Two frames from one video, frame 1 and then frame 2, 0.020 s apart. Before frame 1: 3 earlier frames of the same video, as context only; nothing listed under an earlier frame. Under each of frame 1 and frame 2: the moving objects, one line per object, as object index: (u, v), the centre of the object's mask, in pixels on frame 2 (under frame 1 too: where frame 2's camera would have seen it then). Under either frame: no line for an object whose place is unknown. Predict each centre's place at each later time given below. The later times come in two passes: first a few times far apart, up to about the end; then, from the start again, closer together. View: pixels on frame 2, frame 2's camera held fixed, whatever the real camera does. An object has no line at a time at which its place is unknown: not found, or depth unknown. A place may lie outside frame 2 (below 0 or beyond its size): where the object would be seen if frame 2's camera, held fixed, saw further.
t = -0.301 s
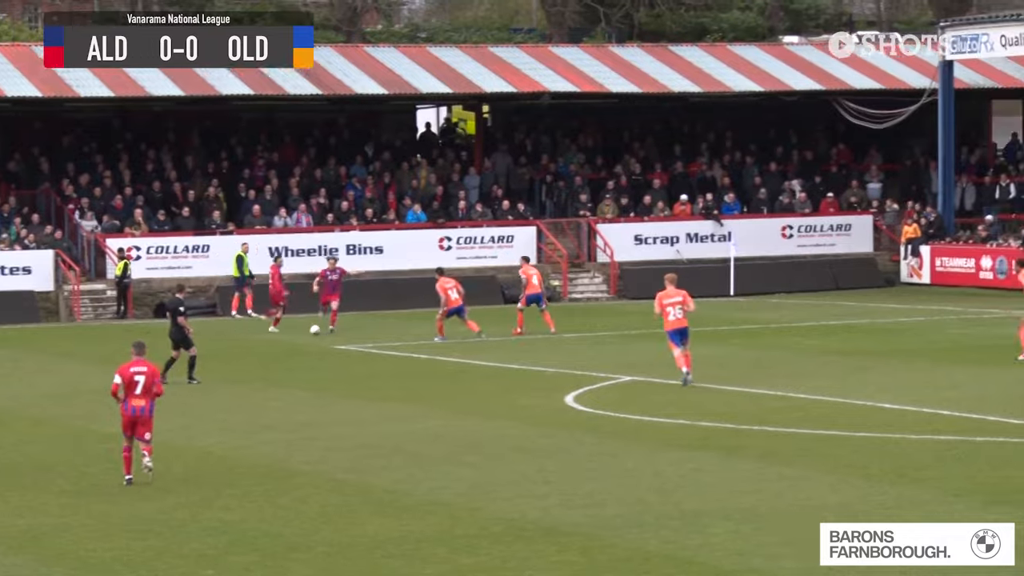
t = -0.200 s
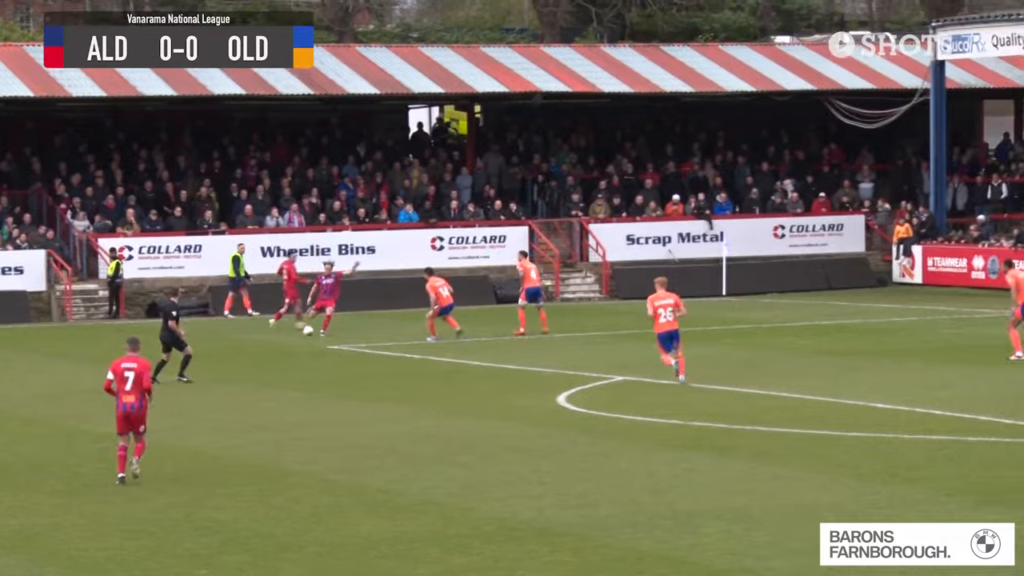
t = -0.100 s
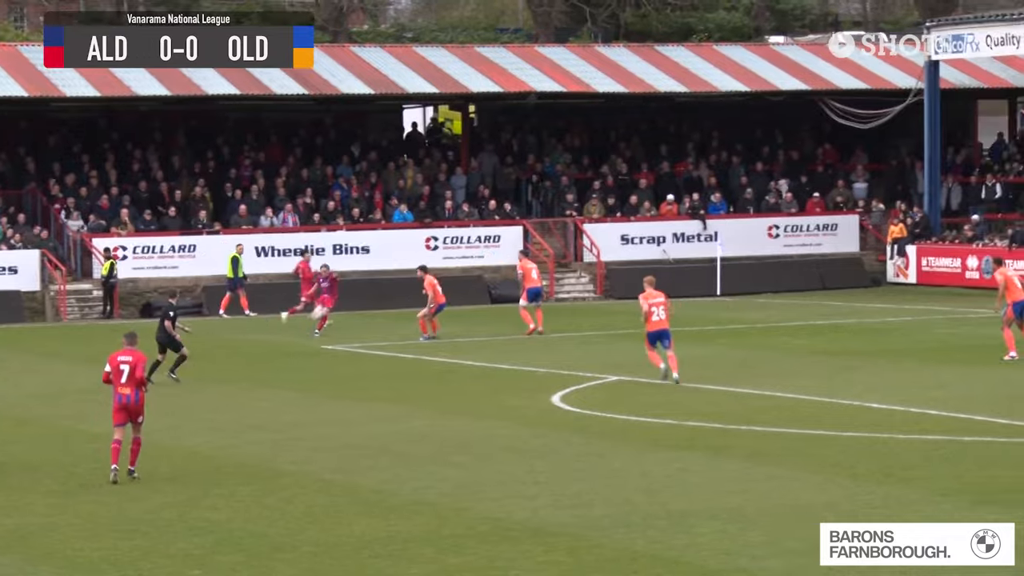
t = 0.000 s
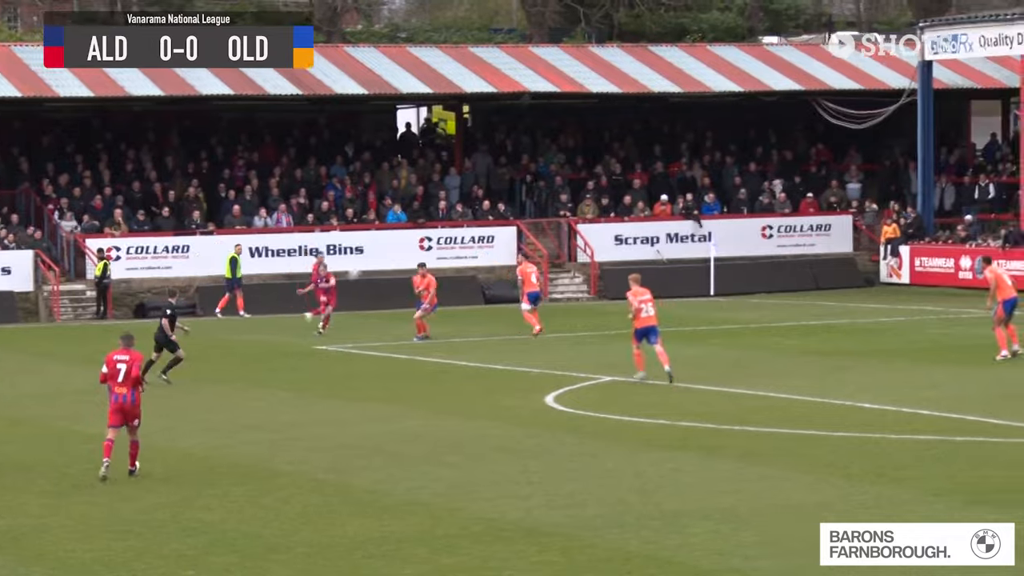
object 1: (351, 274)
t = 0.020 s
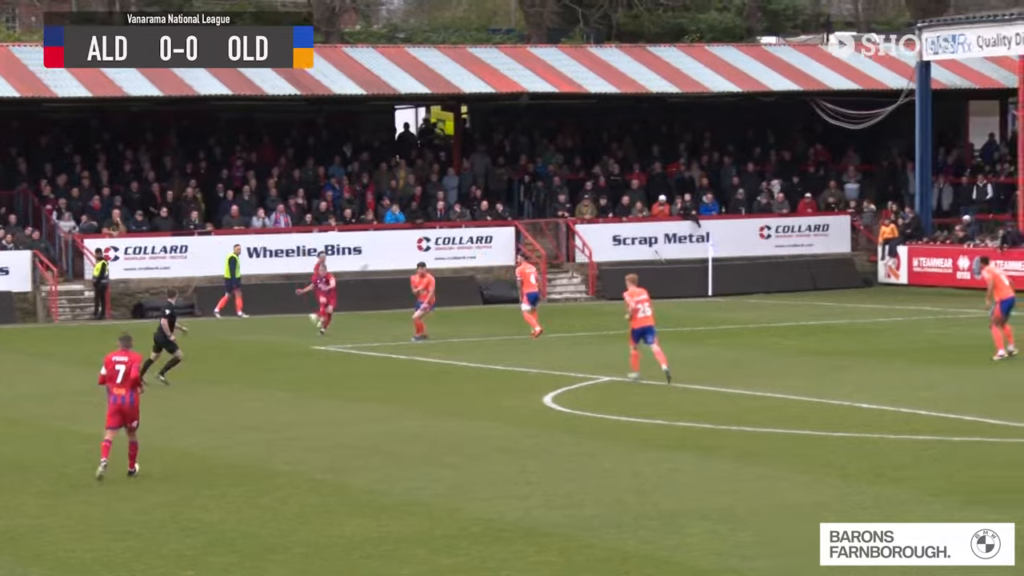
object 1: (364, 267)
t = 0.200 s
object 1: (449, 197)
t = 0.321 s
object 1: (509, 157)
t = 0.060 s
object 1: (380, 251)
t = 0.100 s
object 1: (400, 233)
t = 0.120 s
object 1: (409, 225)
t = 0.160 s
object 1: (428, 212)
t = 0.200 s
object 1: (449, 197)
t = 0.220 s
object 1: (459, 190)
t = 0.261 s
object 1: (478, 177)
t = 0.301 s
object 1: (498, 164)
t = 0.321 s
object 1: (509, 157)
